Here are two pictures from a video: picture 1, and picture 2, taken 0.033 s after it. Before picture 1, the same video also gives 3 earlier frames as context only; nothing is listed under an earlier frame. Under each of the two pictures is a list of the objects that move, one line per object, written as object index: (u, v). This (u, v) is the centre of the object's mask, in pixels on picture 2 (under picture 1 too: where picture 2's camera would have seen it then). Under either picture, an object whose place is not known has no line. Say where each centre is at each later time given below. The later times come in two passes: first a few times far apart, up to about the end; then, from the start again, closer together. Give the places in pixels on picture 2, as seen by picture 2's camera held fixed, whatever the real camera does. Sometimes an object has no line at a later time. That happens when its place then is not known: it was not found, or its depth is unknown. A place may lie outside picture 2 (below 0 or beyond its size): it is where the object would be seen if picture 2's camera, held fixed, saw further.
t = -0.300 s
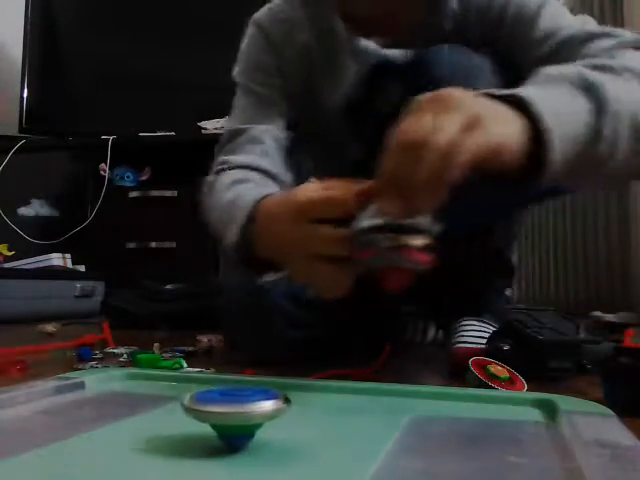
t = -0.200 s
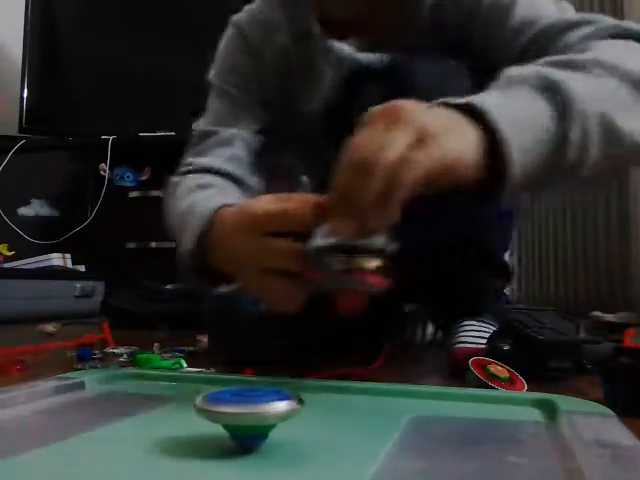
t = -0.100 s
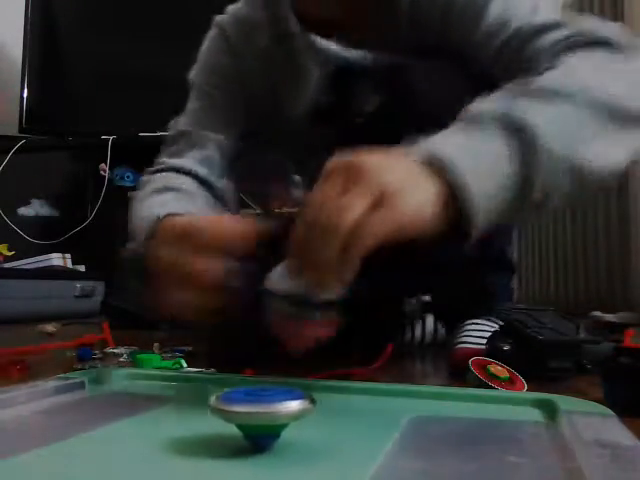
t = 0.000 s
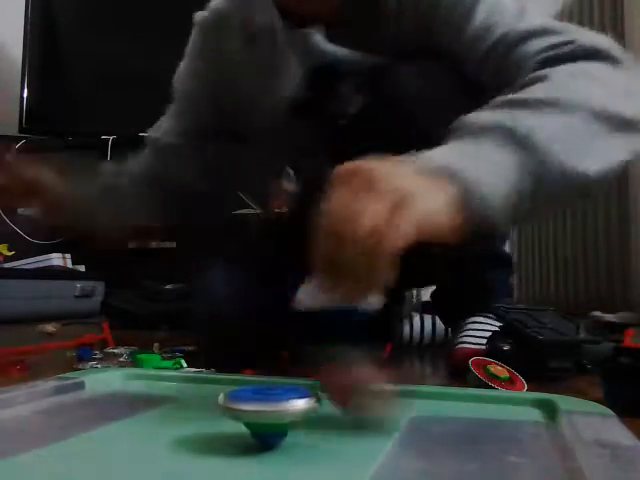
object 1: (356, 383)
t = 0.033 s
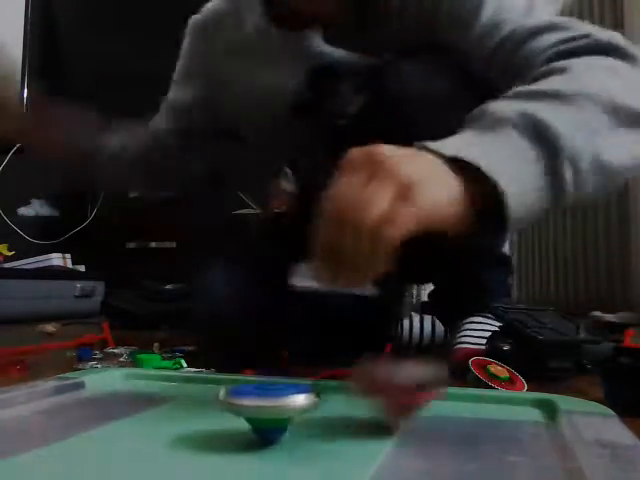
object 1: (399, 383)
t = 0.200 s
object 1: (568, 412)
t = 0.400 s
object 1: (492, 441)
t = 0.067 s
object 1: (431, 378)
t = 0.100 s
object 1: (479, 402)
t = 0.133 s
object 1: (528, 411)
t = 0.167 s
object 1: (563, 403)
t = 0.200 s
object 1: (568, 412)
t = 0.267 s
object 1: (520, 424)
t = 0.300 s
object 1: (505, 432)
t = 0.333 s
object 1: (494, 438)
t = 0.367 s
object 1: (491, 432)
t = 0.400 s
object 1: (492, 441)
